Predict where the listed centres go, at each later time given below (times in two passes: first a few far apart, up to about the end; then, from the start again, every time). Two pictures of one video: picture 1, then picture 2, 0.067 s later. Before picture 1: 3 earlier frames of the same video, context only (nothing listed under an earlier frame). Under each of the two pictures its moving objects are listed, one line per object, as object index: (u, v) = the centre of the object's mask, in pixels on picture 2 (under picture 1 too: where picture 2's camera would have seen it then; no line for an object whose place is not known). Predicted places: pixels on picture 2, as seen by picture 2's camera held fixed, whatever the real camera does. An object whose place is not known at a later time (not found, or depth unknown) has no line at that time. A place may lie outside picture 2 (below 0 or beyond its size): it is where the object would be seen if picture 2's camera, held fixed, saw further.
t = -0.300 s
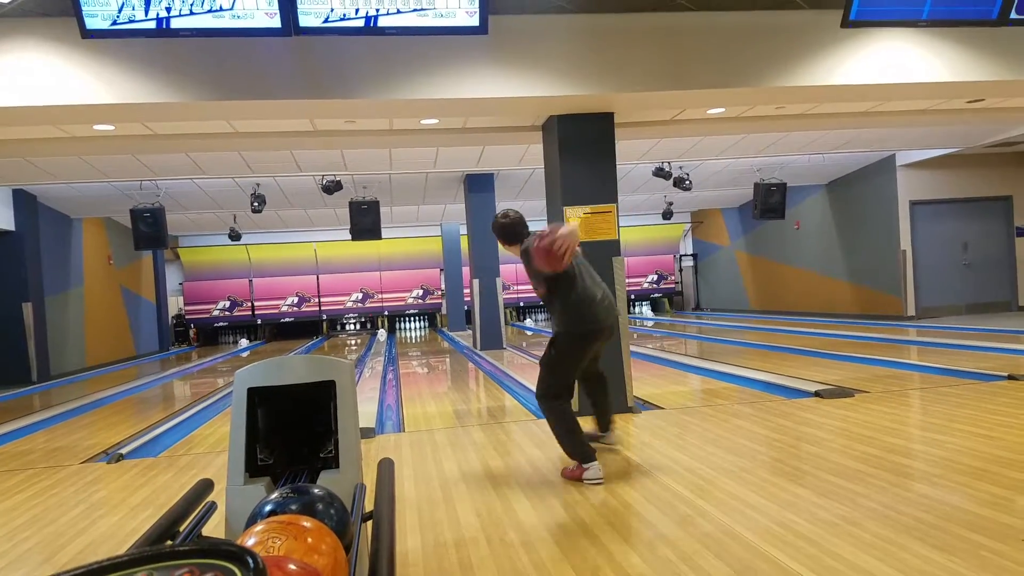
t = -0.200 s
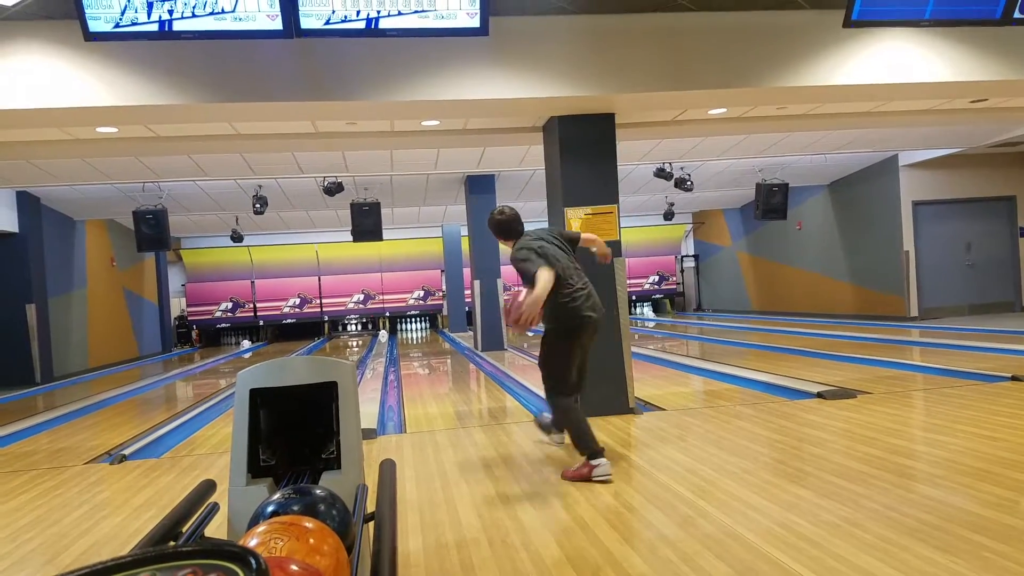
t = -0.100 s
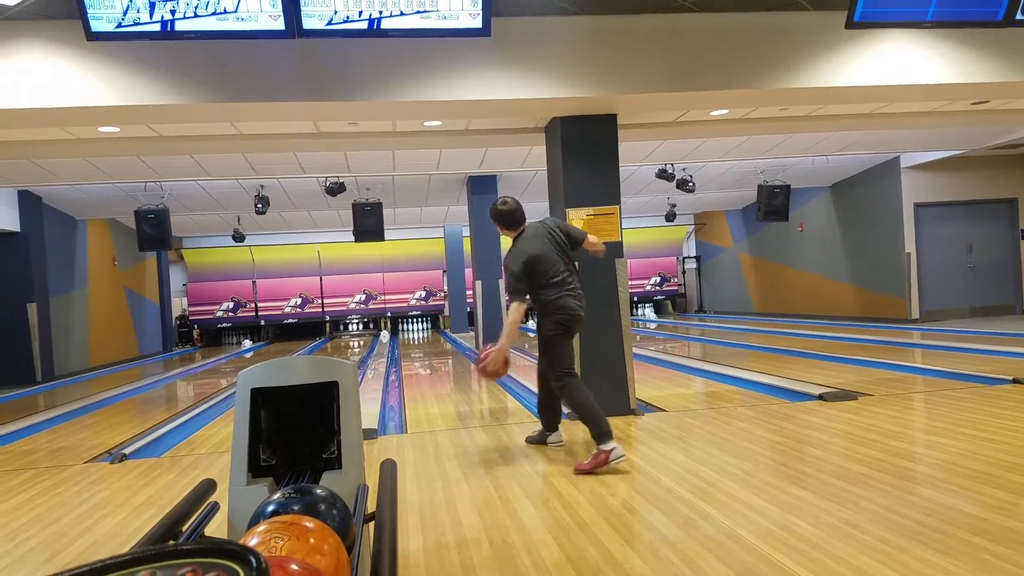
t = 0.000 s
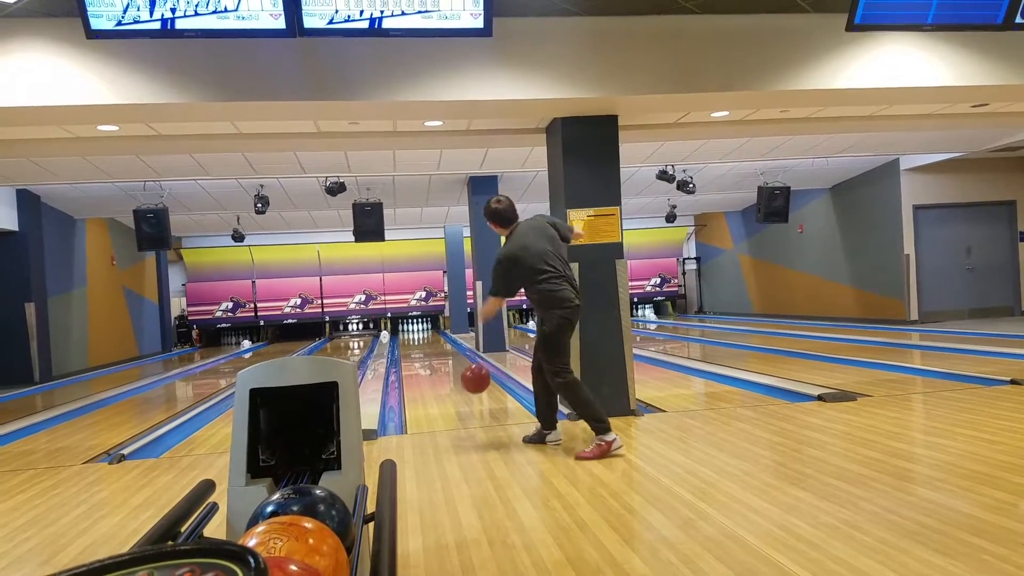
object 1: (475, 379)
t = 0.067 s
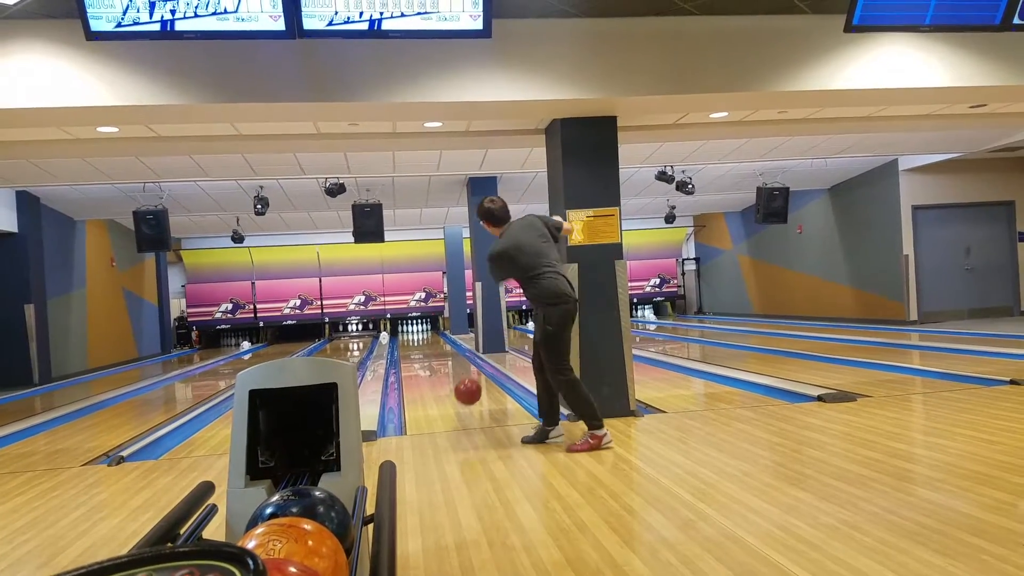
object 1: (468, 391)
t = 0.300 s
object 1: (448, 391)
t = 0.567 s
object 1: (432, 373)
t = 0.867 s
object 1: (424, 360)
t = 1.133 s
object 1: (420, 357)
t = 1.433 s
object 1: (419, 349)
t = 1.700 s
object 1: (420, 345)
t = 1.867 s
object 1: (421, 342)
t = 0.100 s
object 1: (465, 399)
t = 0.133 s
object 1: (462, 407)
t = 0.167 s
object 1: (459, 403)
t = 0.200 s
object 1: (456, 398)
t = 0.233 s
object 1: (453, 396)
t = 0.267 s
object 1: (451, 394)
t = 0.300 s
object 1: (448, 391)
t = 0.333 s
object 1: (446, 388)
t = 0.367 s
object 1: (445, 386)
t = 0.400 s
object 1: (445, 383)
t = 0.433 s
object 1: (442, 380)
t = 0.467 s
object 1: (439, 379)
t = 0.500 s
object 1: (436, 378)
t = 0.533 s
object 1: (434, 376)
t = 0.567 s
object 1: (432, 373)
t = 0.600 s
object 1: (431, 371)
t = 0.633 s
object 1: (430, 370)
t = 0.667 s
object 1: (429, 367)
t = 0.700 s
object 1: (430, 364)
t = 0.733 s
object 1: (429, 363)
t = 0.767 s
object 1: (428, 363)
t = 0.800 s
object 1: (426, 362)
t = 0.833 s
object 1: (424, 361)
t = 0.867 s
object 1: (424, 360)
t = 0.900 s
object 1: (423, 359)
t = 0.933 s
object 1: (423, 359)
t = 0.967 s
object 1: (422, 358)
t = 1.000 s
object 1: (421, 358)
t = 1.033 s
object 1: (421, 357)
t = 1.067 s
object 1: (420, 357)
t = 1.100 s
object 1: (420, 358)
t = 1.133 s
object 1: (420, 357)
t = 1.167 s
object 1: (420, 356)
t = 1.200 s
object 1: (421, 355)
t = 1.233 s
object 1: (421, 354)
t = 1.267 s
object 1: (421, 352)
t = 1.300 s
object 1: (421, 352)
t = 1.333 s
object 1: (420, 351)
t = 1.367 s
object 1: (419, 350)
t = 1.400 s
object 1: (419, 350)
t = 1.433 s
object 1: (419, 349)
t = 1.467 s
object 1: (419, 348)
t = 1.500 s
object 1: (419, 346)
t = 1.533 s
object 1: (419, 346)
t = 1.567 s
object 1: (419, 346)
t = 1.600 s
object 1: (419, 346)
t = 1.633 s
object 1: (420, 345)
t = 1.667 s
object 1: (420, 345)
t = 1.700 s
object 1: (420, 345)
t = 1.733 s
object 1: (421, 345)
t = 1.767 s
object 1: (420, 345)
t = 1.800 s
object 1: (420, 344)
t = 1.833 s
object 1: (420, 343)
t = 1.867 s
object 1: (421, 342)
